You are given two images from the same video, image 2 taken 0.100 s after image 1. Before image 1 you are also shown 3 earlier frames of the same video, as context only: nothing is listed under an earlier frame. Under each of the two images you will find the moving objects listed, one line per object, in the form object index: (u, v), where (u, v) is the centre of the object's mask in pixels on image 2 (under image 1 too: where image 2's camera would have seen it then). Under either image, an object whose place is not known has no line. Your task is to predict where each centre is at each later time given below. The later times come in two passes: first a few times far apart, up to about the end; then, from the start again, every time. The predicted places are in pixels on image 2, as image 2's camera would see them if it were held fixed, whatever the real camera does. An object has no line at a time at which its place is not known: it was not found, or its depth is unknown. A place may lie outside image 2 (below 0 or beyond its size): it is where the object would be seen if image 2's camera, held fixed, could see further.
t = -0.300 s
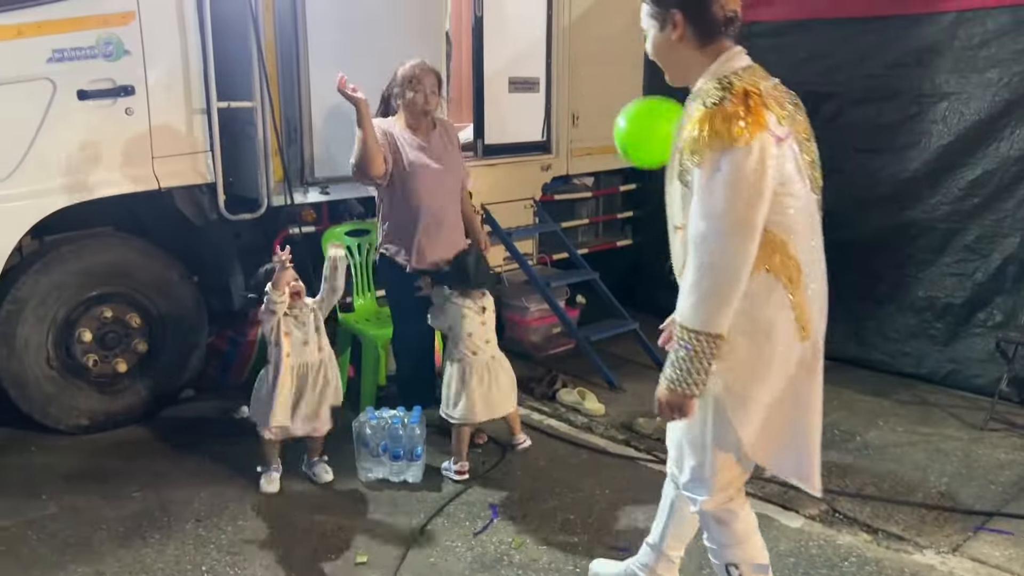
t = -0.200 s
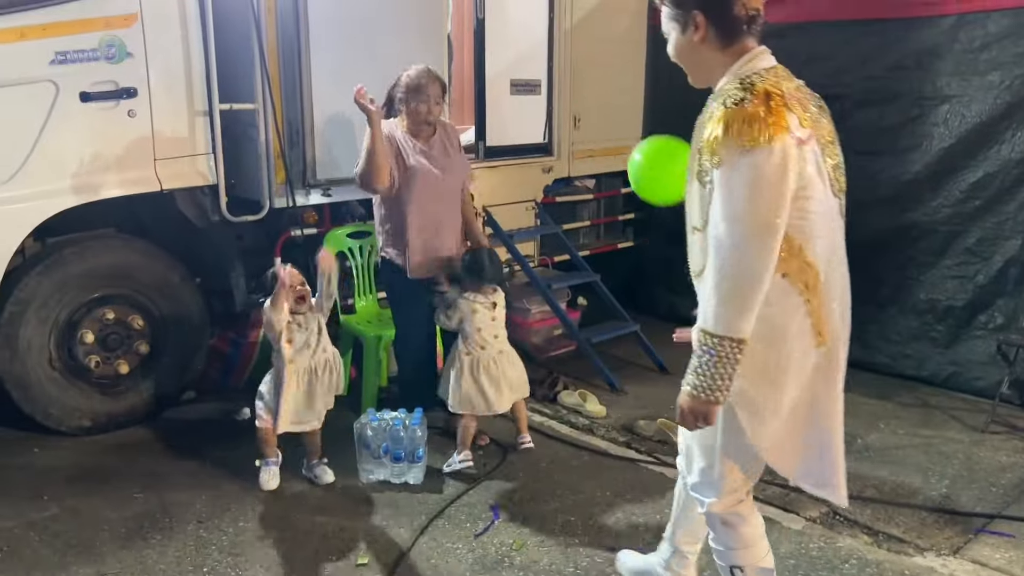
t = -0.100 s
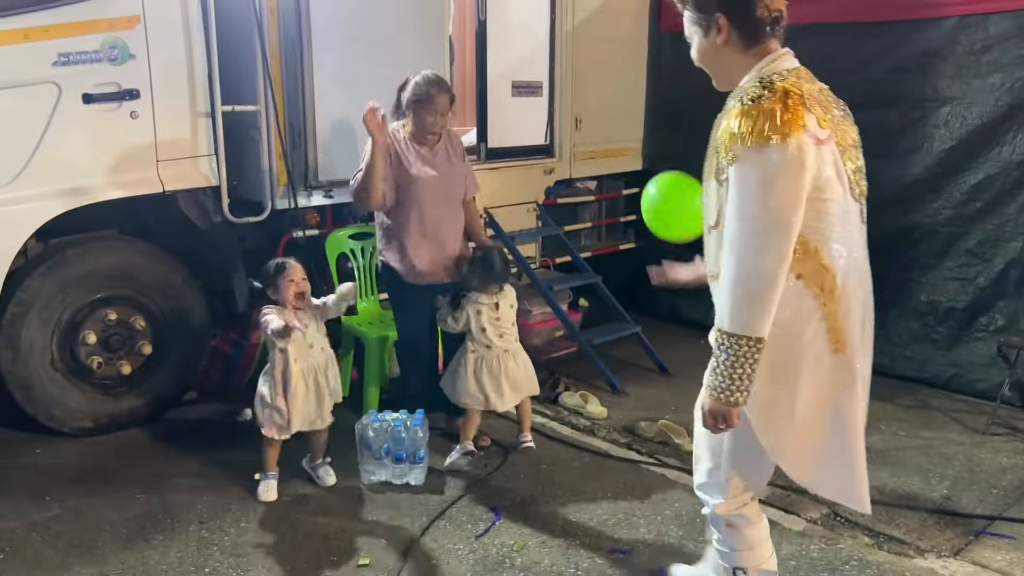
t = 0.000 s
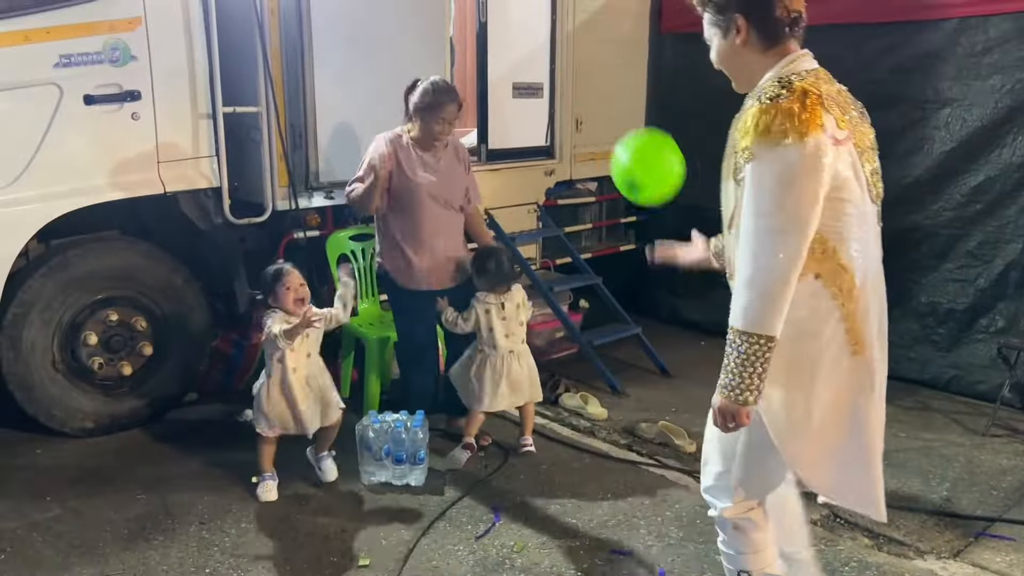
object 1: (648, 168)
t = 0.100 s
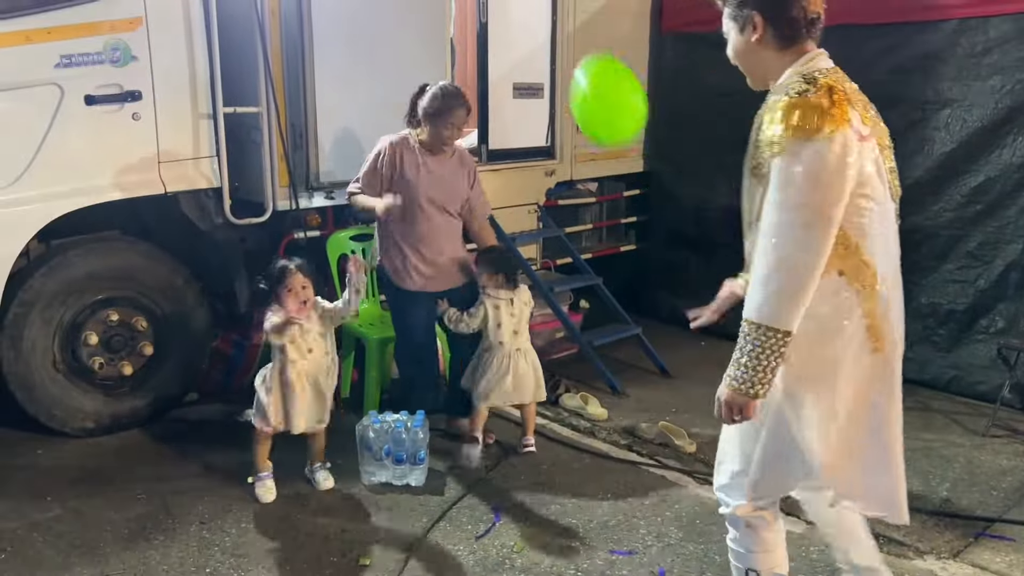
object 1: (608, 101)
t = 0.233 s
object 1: (550, 45)
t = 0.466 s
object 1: (446, 66)
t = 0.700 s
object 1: (370, 182)
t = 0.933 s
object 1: (329, 355)
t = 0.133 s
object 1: (593, 83)
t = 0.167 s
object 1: (580, 68)
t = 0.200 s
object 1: (565, 56)
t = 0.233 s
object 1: (550, 45)
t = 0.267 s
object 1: (532, 39)
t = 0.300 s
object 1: (515, 38)
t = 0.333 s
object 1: (500, 40)
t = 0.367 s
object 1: (485, 44)
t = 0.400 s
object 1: (471, 49)
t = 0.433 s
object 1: (458, 56)
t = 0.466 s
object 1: (446, 66)
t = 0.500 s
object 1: (434, 78)
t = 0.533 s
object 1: (422, 90)
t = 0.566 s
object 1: (410, 105)
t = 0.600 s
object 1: (399, 122)
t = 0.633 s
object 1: (389, 140)
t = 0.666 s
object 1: (379, 160)
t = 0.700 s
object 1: (370, 182)
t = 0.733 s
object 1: (361, 203)
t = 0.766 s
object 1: (354, 225)
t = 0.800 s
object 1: (347, 250)
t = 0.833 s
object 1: (341, 276)
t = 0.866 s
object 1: (335, 302)
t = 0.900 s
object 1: (331, 327)
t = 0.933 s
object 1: (329, 355)
